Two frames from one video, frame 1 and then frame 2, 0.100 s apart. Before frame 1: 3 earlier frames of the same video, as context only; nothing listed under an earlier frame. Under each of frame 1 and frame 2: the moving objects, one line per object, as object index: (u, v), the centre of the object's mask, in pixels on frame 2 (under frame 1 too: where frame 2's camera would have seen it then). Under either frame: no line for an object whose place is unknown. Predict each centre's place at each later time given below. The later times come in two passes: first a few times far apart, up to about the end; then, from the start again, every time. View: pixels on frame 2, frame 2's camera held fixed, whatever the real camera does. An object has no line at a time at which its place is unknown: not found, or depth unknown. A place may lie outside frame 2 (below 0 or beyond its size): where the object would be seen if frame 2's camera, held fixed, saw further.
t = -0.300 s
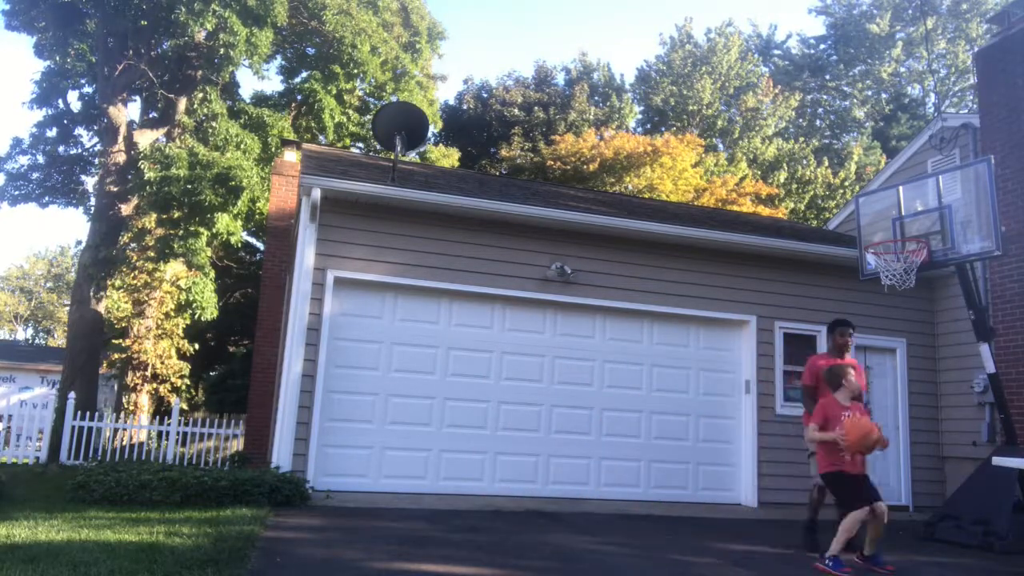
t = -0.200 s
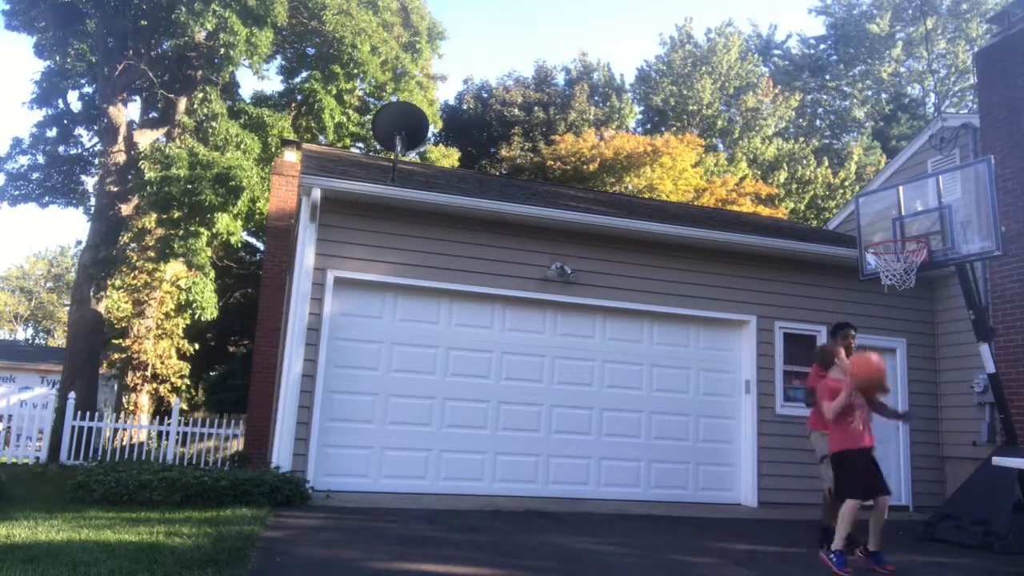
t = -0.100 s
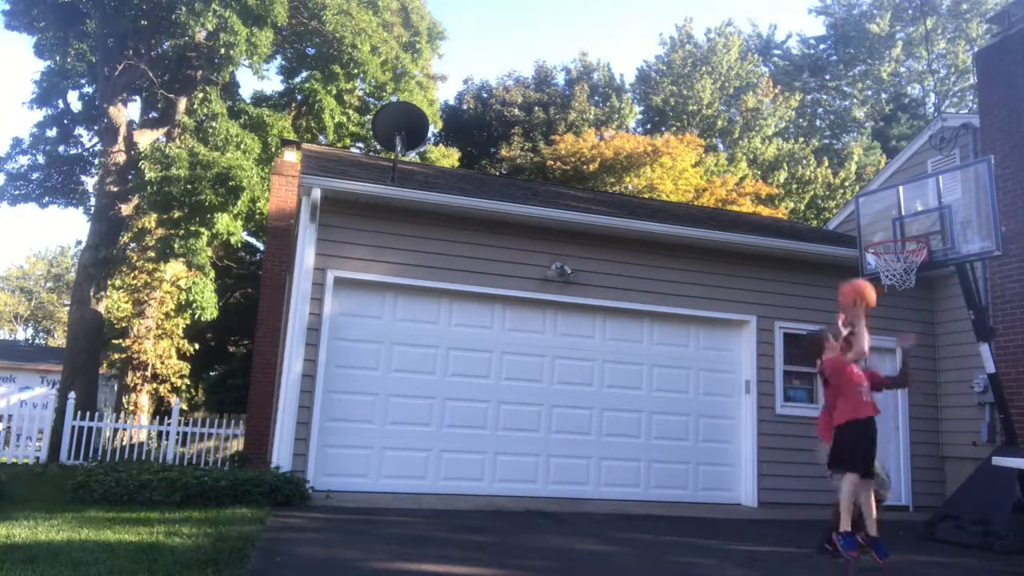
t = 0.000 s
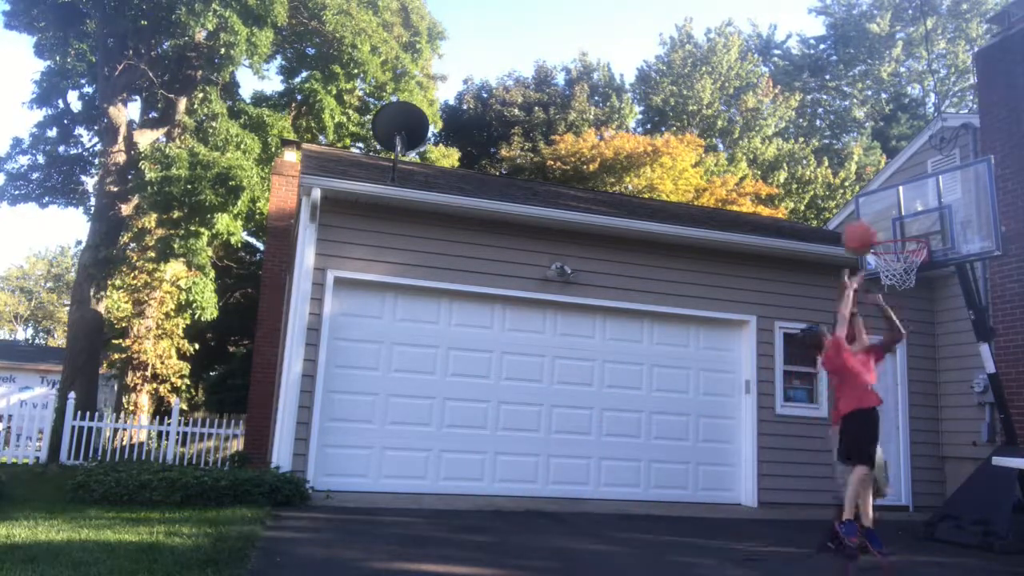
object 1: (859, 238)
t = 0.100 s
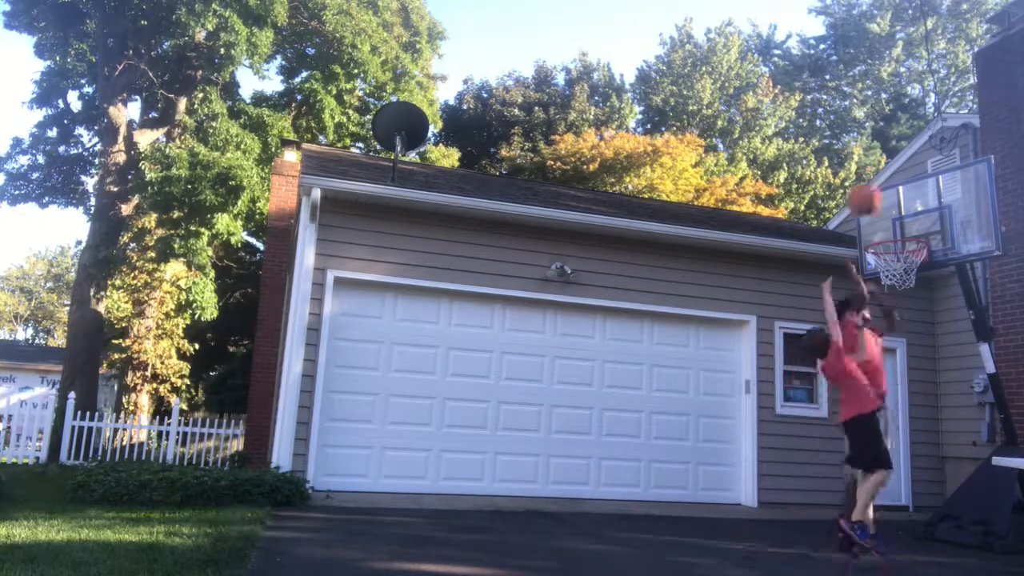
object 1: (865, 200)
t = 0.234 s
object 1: (872, 173)
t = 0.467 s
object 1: (882, 177)
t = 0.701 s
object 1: (851, 218)
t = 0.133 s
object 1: (867, 191)
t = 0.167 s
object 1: (868, 182)
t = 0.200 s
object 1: (870, 177)
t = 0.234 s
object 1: (872, 173)
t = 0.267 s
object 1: (873, 170)
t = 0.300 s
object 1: (874, 170)
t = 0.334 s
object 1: (875, 168)
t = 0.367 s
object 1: (878, 168)
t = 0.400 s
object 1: (878, 169)
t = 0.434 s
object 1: (881, 173)
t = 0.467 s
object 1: (882, 177)
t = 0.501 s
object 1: (883, 183)
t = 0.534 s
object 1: (879, 186)
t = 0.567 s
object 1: (872, 191)
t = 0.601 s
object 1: (869, 194)
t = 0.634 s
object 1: (861, 202)
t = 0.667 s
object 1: (857, 209)
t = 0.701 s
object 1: (851, 218)
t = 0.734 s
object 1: (845, 228)
